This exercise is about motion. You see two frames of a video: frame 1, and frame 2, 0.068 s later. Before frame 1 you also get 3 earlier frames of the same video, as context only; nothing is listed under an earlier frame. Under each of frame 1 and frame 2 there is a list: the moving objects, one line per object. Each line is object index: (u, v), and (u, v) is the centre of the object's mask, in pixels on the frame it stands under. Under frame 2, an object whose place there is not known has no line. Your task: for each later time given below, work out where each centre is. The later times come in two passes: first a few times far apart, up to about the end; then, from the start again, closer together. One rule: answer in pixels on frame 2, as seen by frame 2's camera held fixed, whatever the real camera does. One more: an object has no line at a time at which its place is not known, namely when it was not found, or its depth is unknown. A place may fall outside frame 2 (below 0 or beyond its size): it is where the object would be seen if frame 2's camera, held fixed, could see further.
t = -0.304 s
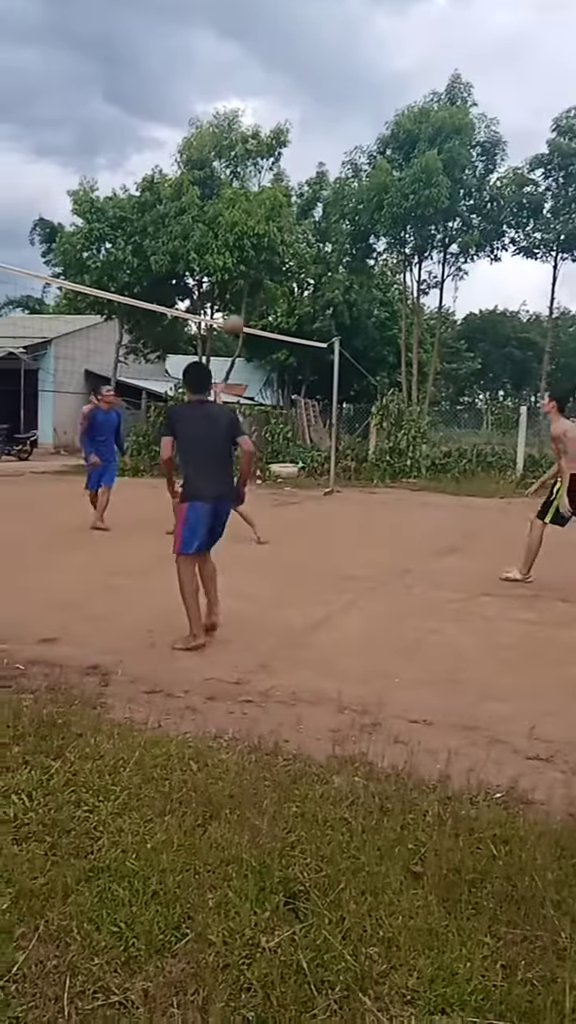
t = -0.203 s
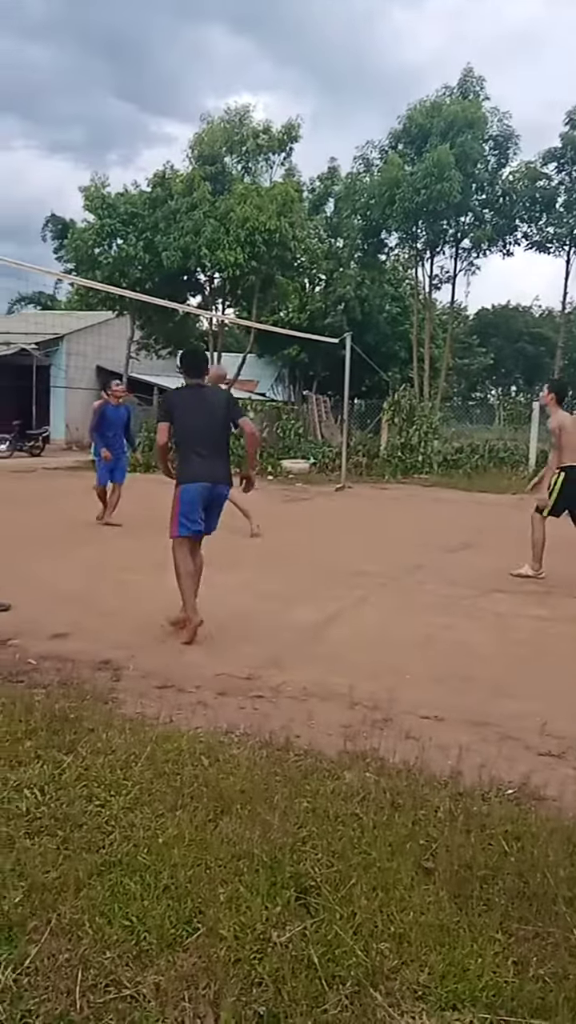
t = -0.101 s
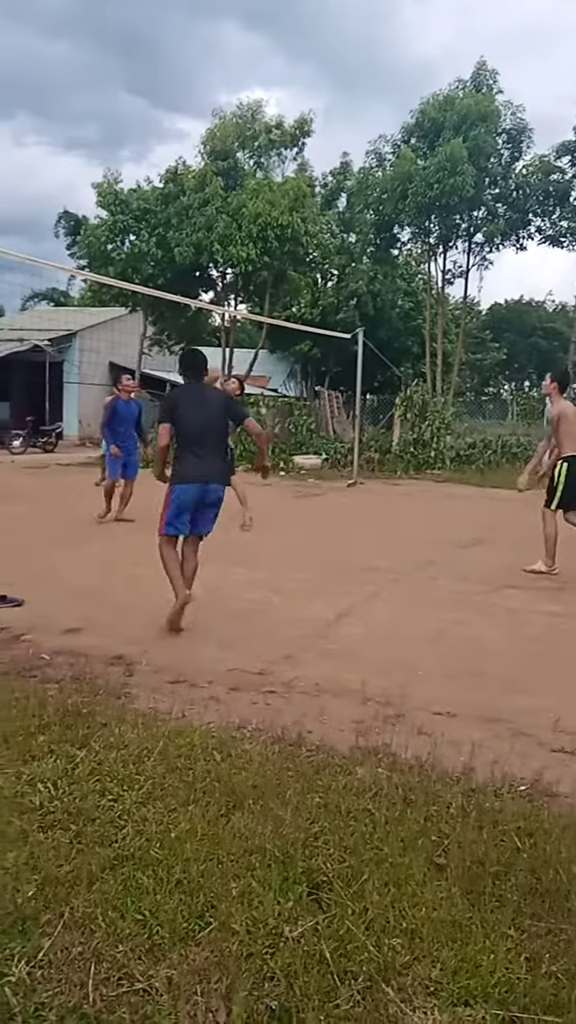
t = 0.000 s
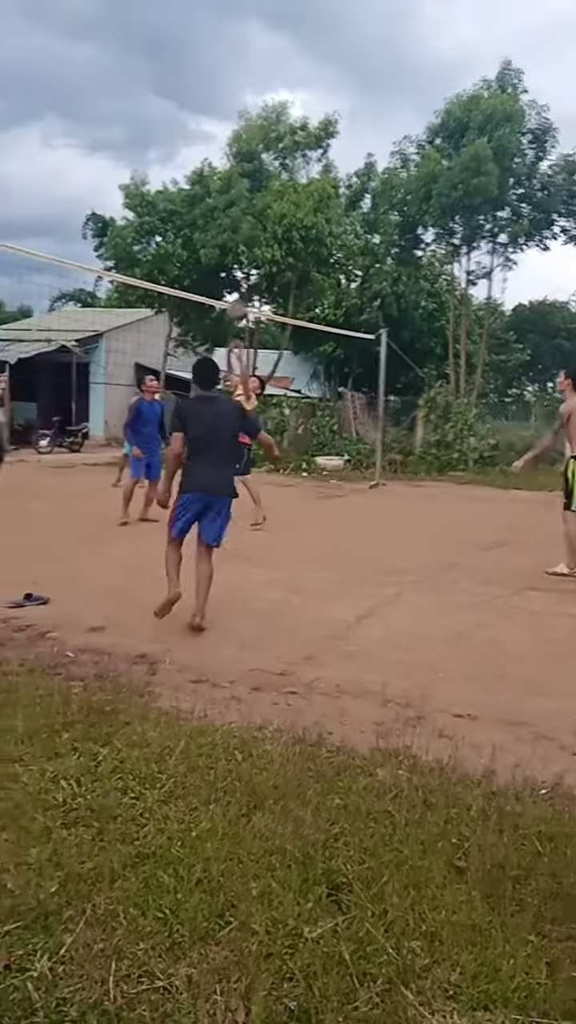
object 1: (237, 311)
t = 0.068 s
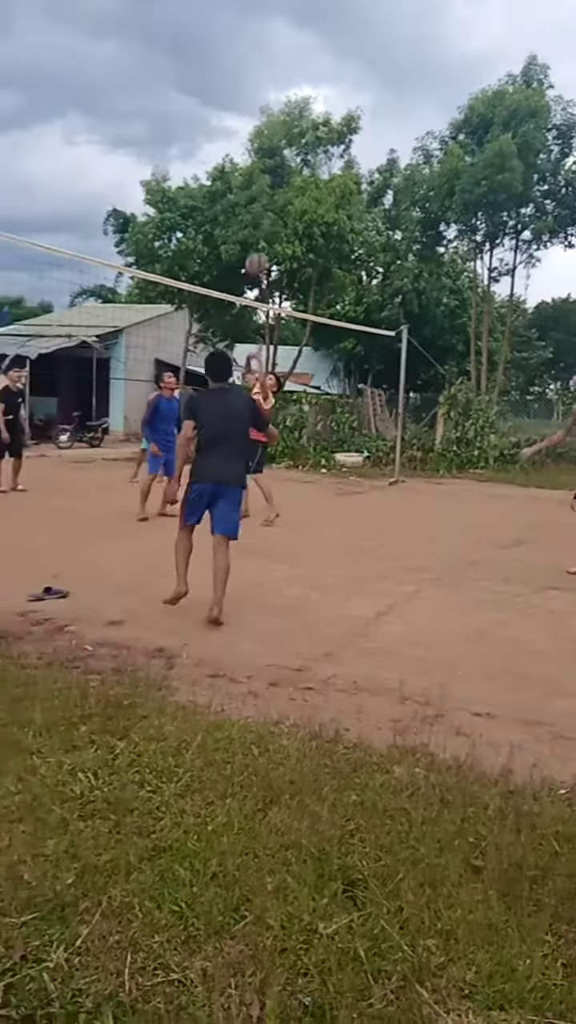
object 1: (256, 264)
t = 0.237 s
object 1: (253, 170)
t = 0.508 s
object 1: (245, 70)
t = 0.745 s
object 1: (233, 47)
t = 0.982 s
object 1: (217, 103)
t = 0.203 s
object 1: (254, 186)
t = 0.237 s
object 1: (253, 170)
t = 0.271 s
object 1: (251, 156)
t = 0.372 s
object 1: (249, 112)
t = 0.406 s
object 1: (248, 99)
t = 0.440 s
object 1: (247, 89)
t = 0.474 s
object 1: (245, 79)
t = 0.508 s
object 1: (245, 70)
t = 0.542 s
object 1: (243, 63)
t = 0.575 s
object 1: (241, 57)
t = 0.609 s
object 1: (240, 52)
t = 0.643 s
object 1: (238, 49)
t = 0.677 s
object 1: (237, 47)
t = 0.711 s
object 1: (235, 46)
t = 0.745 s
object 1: (233, 47)
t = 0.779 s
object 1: (231, 50)
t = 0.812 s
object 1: (229, 54)
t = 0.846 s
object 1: (227, 61)
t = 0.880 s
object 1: (225, 68)
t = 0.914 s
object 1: (222, 78)
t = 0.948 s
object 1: (219, 89)
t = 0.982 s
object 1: (217, 103)
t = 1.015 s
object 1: (214, 118)
